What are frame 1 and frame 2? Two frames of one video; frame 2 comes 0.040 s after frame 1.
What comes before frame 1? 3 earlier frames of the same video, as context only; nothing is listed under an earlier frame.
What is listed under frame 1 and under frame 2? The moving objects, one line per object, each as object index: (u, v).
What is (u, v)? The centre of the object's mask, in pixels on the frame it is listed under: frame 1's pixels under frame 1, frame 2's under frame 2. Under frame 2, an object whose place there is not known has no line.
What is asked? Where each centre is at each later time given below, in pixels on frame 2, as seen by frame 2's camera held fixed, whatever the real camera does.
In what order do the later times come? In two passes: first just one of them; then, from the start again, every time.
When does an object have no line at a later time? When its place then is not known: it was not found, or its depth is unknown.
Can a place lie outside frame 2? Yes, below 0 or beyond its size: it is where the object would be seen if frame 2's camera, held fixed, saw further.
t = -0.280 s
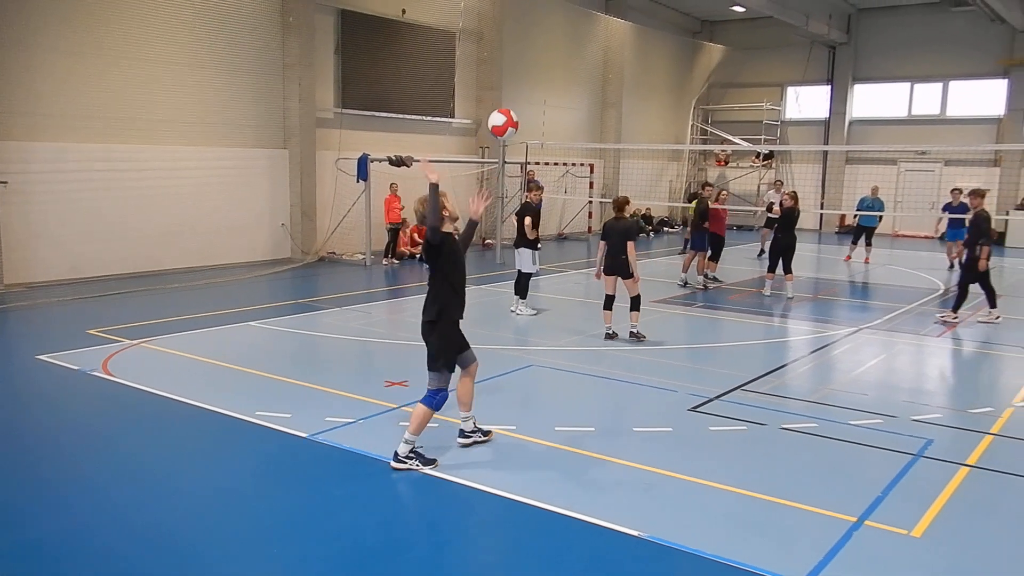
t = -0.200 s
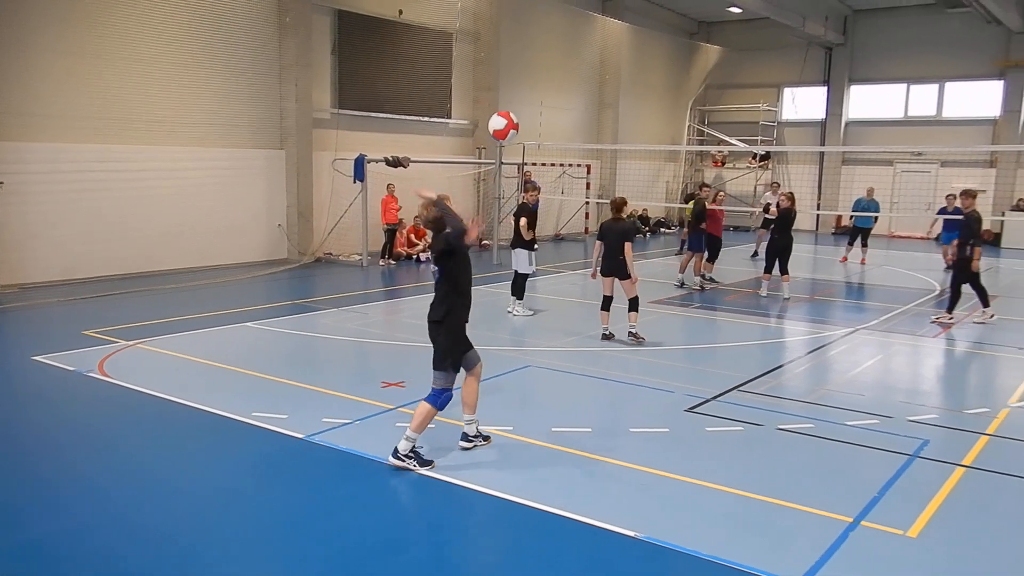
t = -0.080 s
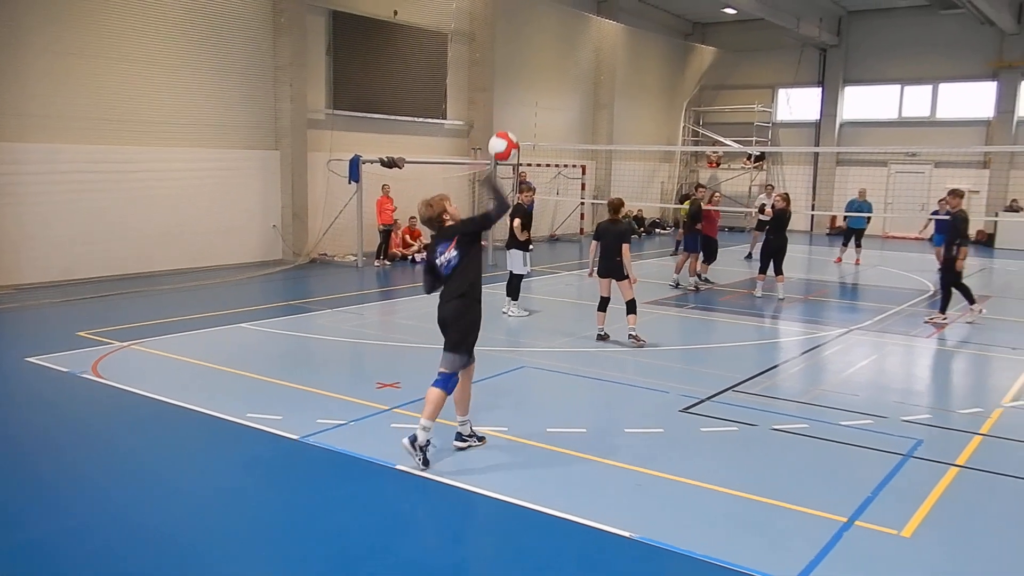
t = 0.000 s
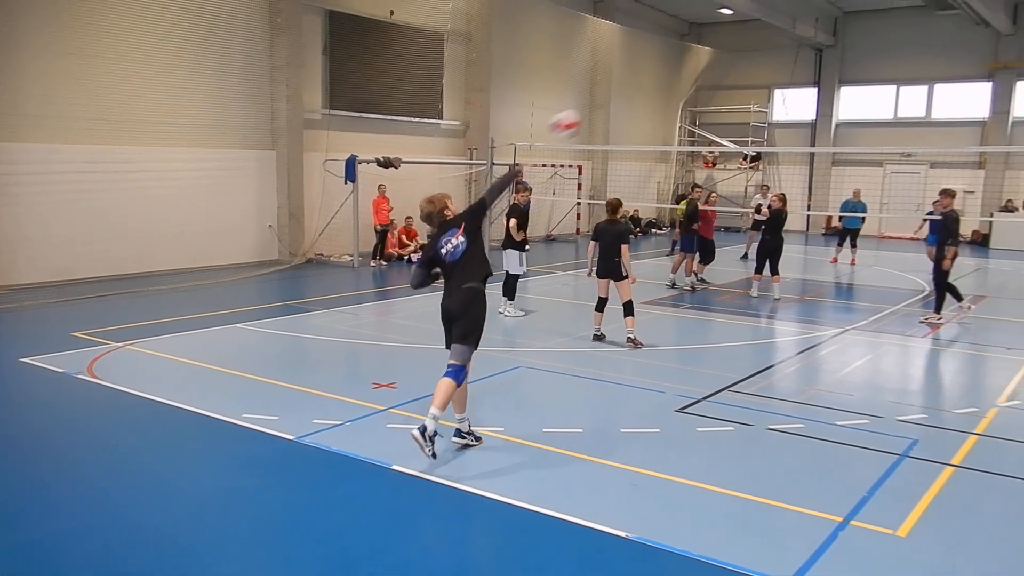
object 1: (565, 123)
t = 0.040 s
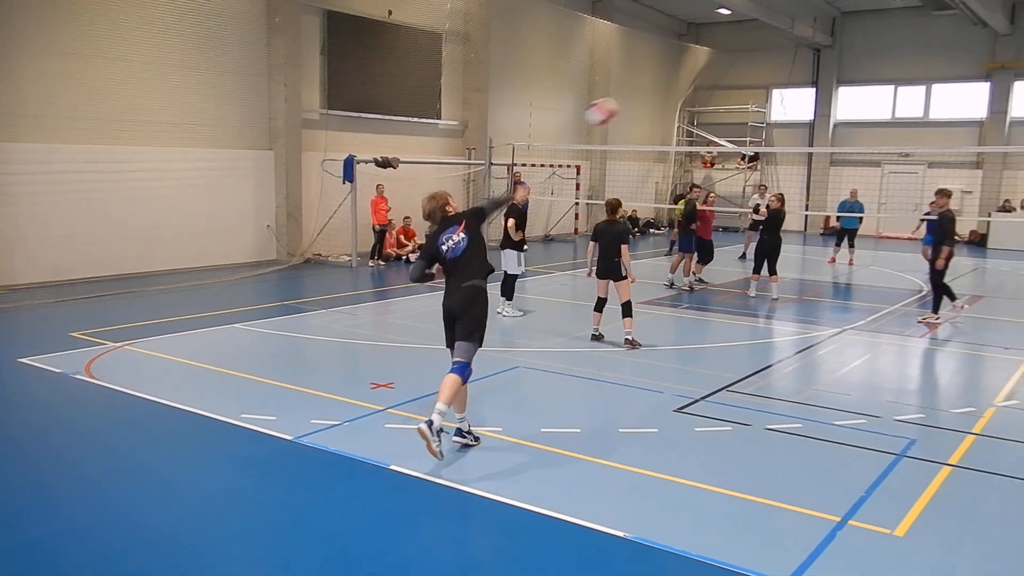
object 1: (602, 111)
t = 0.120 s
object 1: (665, 94)
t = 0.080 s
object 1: (635, 101)
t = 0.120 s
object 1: (665, 94)
